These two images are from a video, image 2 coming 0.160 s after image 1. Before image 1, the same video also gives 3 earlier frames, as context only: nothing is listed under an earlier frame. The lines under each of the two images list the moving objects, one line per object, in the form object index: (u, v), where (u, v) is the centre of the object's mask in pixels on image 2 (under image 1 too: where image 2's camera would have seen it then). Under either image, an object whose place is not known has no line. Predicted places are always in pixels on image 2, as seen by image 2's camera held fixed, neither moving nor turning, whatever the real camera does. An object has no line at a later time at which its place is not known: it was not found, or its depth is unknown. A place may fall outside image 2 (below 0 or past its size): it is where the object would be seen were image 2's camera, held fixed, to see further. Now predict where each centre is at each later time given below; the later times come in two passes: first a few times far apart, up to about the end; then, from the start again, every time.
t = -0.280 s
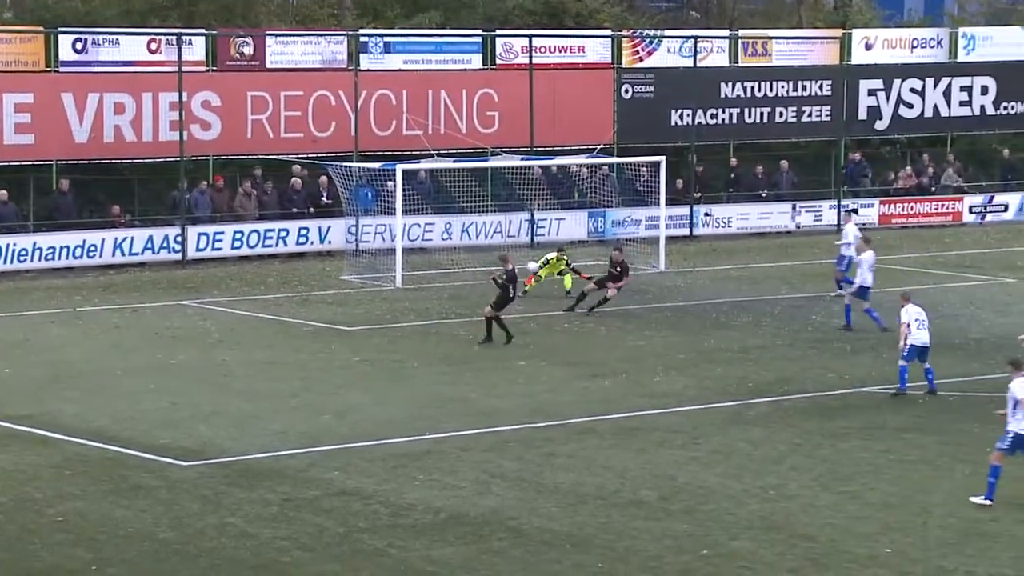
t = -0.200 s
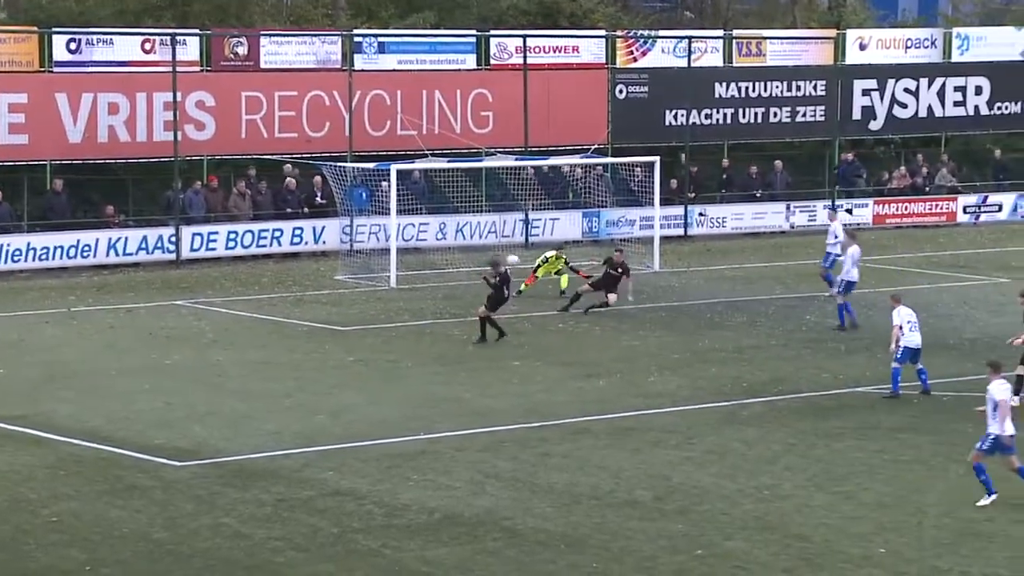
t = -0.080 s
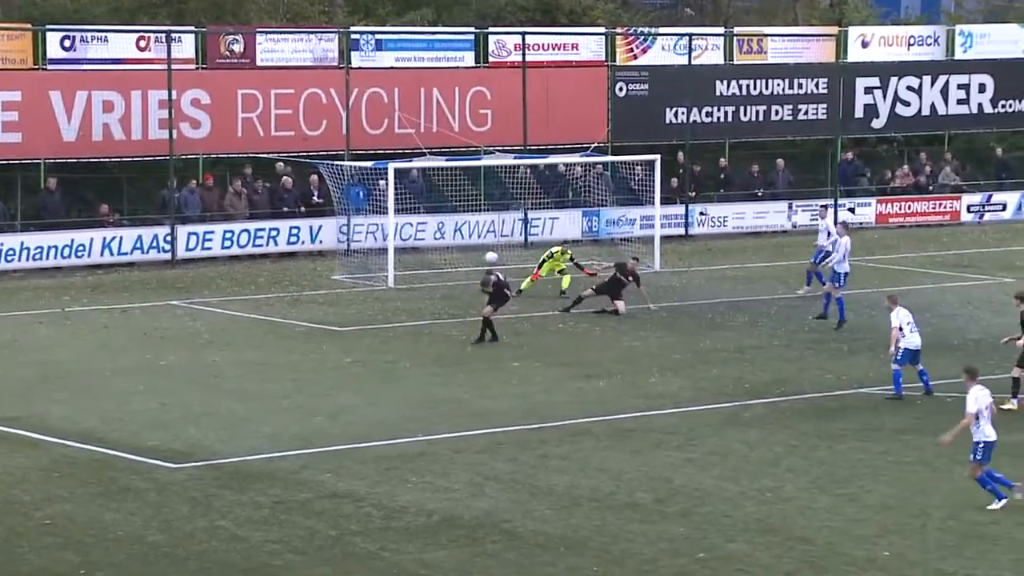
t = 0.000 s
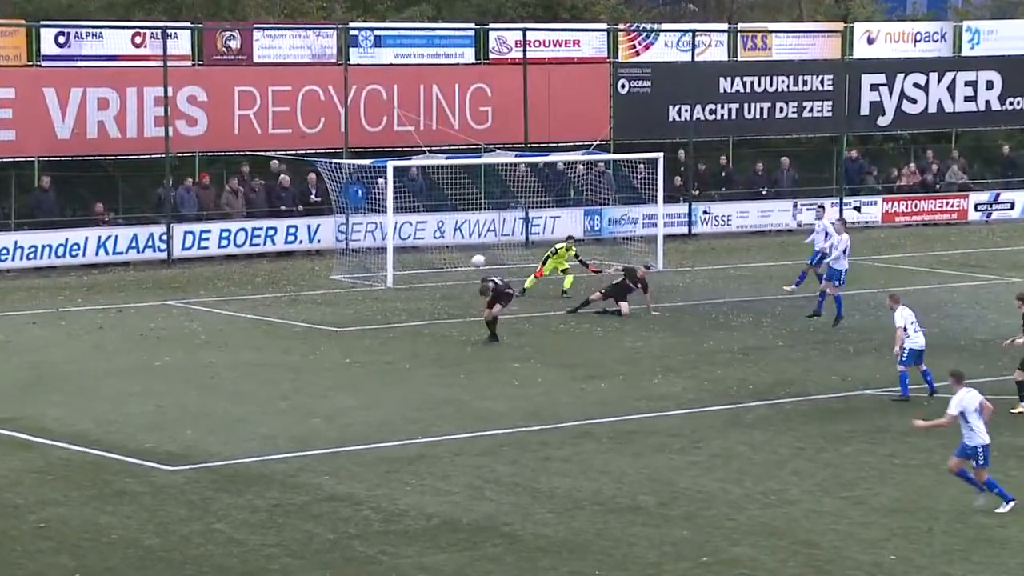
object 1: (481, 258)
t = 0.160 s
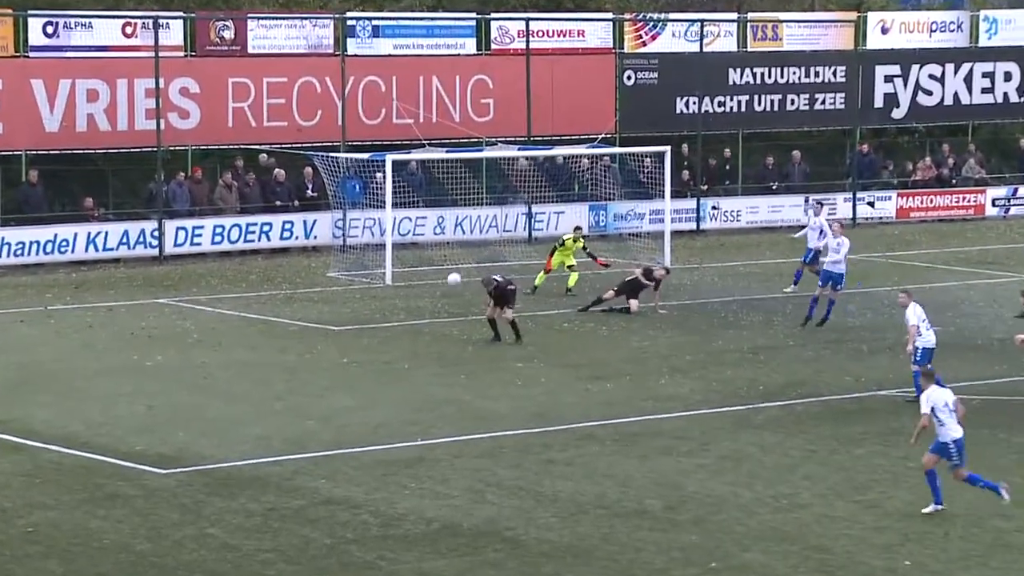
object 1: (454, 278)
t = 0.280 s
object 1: (433, 307)
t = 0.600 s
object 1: (381, 360)
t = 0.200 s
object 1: (447, 288)
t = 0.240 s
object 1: (440, 296)
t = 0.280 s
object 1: (433, 307)
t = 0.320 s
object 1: (427, 318)
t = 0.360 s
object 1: (421, 332)
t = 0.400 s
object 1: (415, 346)
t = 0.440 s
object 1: (410, 362)
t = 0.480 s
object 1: (405, 379)
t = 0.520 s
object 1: (397, 373)
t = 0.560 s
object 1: (388, 366)
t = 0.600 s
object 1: (381, 360)
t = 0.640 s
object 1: (372, 356)
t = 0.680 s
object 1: (364, 353)
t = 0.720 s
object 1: (357, 352)
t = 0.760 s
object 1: (350, 351)
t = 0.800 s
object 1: (343, 352)
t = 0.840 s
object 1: (336, 354)
